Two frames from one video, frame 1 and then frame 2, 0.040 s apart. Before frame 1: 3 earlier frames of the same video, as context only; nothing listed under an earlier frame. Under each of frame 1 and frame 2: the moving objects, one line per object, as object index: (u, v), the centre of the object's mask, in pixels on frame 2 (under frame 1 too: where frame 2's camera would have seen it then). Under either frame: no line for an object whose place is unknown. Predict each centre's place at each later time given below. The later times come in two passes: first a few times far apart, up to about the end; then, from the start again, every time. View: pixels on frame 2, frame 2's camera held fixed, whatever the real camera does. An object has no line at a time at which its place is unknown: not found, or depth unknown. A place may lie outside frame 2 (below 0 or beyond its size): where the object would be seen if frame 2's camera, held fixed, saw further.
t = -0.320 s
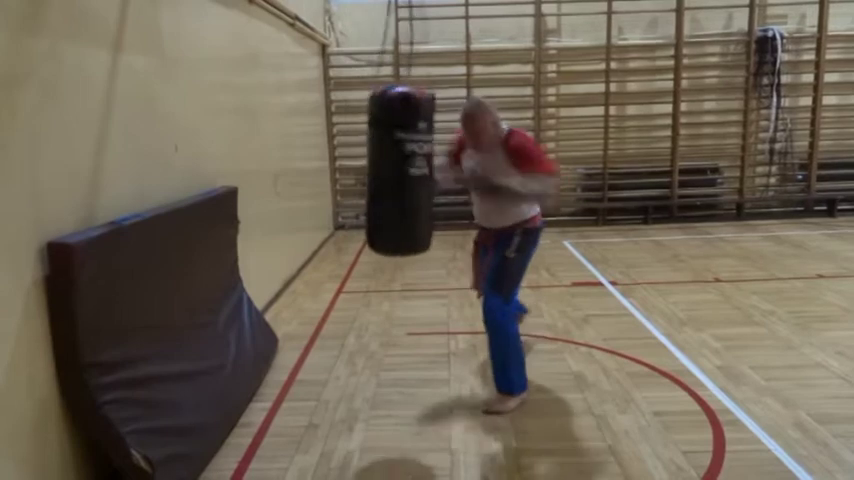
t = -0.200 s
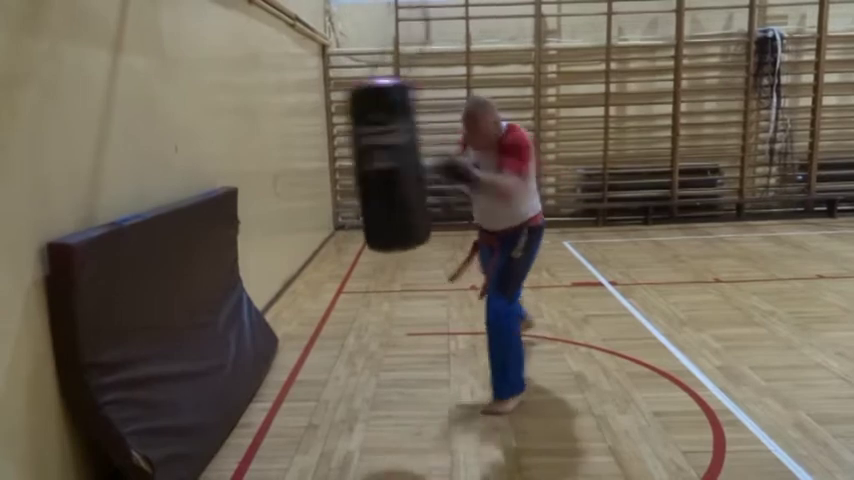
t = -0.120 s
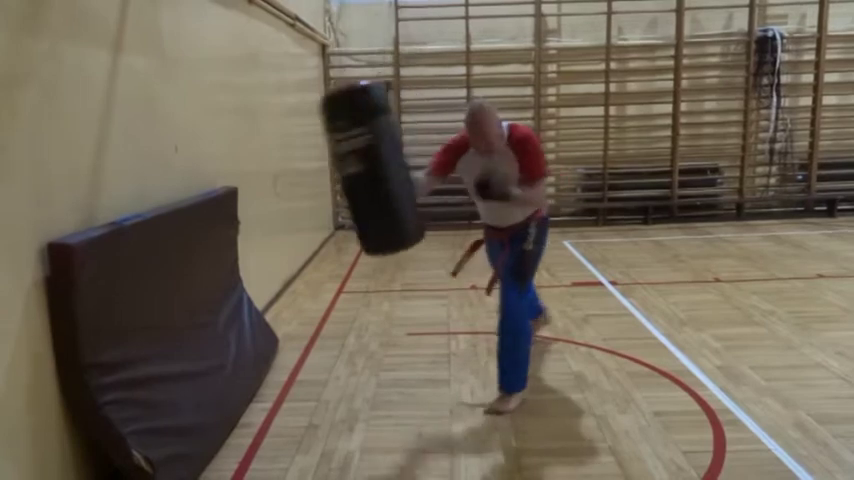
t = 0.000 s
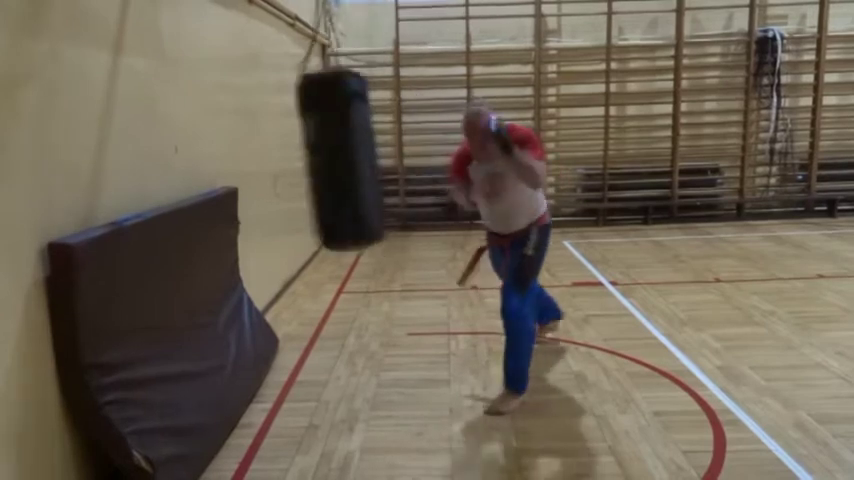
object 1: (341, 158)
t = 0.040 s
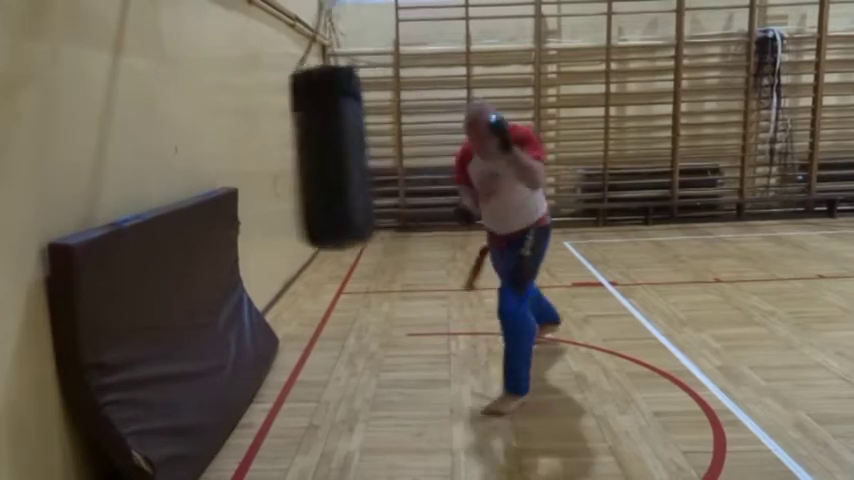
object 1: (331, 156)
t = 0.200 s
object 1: (297, 150)
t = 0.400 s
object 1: (276, 141)
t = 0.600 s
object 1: (282, 147)
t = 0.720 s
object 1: (299, 154)
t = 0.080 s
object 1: (320, 156)
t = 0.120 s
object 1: (312, 155)
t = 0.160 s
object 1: (304, 153)
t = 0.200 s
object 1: (297, 150)
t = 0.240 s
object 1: (290, 148)
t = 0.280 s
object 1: (285, 146)
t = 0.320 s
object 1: (282, 143)
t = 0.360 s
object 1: (279, 141)
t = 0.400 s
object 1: (276, 141)
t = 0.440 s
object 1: (274, 142)
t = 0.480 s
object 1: (275, 142)
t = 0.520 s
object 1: (276, 144)
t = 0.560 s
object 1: (278, 145)
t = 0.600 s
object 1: (282, 147)
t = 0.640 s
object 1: (286, 149)
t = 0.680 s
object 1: (293, 151)
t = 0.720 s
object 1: (299, 154)
